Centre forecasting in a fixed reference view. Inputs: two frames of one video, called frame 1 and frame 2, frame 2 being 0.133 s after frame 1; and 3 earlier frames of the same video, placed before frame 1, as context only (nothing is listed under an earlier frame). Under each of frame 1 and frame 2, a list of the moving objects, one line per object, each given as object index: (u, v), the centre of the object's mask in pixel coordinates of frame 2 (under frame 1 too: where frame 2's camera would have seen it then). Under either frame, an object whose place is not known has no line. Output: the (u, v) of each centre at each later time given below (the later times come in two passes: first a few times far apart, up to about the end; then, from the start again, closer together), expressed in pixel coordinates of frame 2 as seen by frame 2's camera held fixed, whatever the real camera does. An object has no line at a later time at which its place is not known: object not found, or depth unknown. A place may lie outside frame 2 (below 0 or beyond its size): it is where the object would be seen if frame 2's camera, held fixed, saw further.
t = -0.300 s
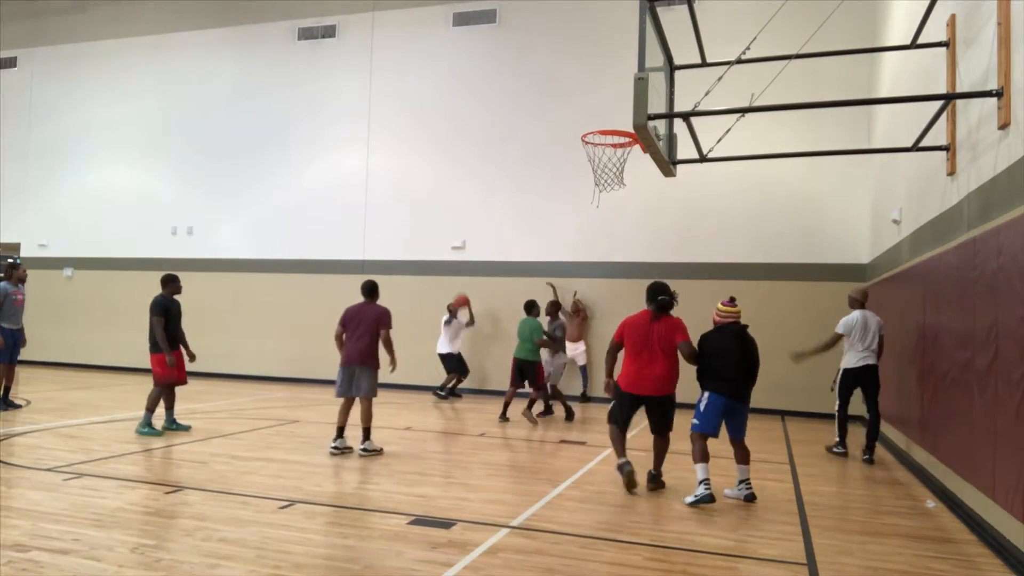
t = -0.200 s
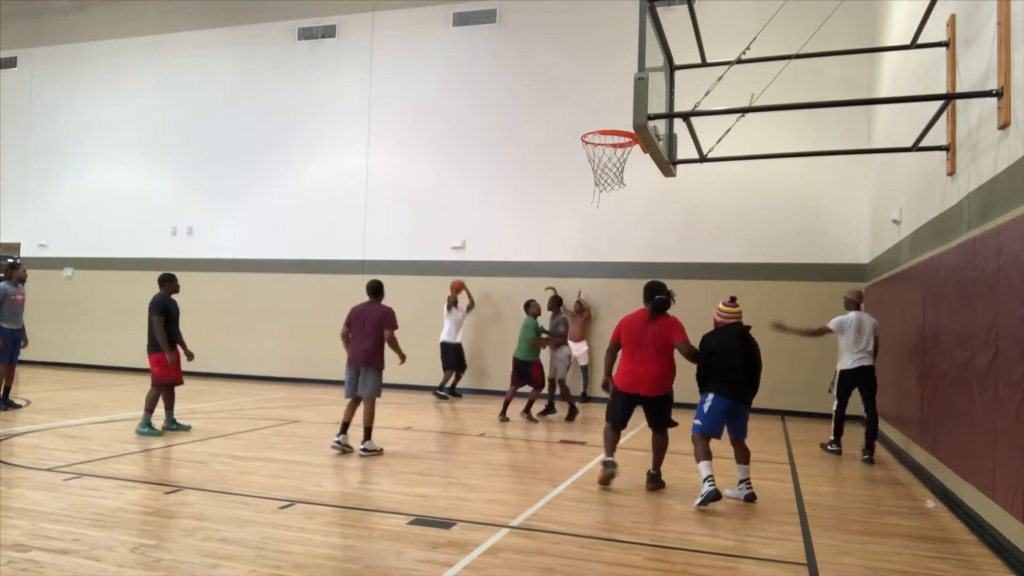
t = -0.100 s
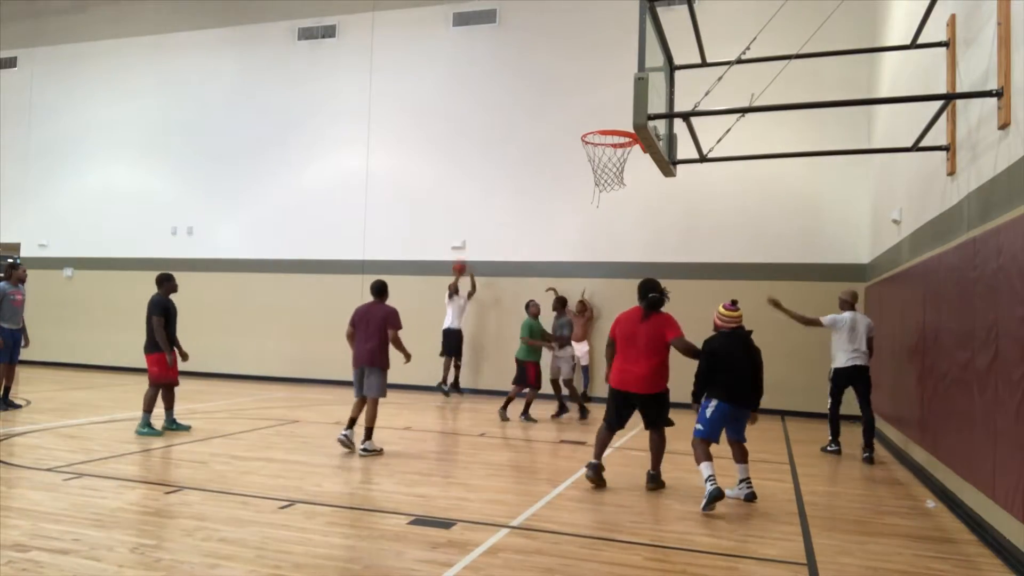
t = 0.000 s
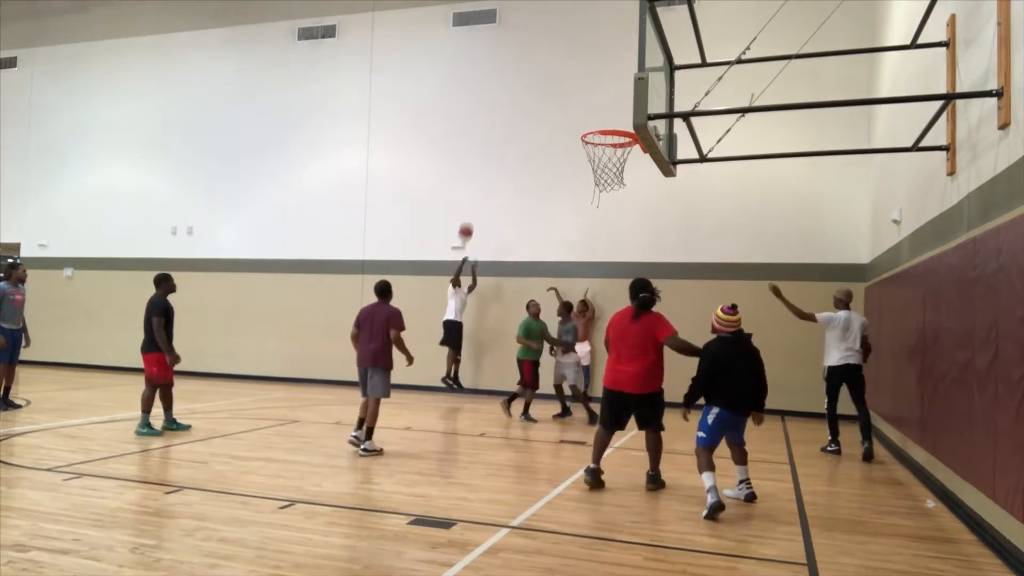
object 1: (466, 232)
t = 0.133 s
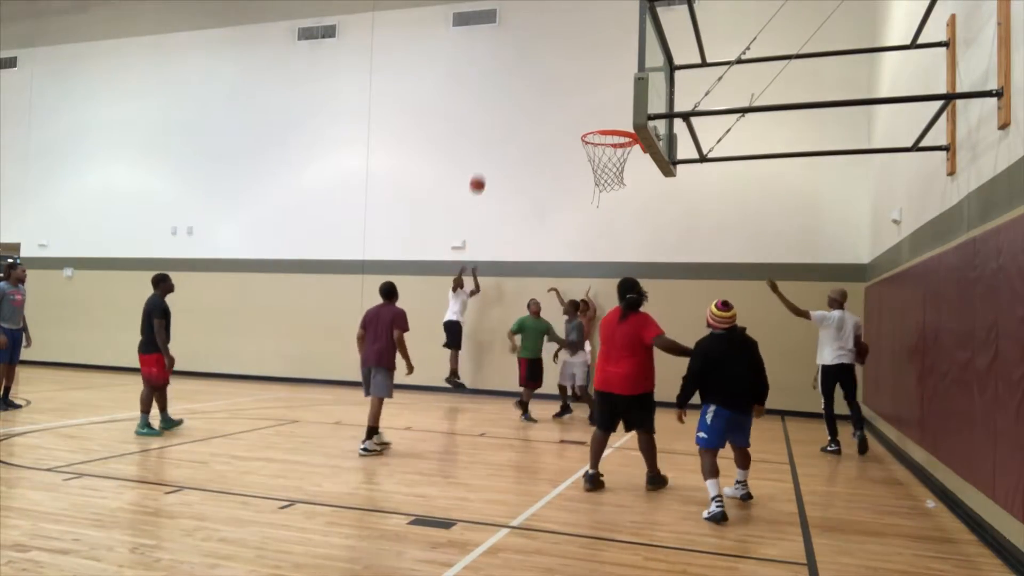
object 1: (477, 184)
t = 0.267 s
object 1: (490, 143)
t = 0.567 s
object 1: (525, 80)
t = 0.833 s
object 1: (566, 74)
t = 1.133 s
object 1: (615, 88)
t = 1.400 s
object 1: (628, 39)
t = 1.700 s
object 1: (634, 68)
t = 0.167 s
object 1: (480, 173)
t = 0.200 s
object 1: (483, 162)
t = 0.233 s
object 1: (487, 153)
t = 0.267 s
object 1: (490, 143)
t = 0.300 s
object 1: (494, 134)
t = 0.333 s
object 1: (497, 125)
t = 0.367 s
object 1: (501, 117)
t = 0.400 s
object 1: (505, 109)
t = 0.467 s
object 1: (512, 95)
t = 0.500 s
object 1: (516, 90)
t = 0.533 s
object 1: (521, 84)
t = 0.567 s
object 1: (525, 80)
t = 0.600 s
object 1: (529, 76)
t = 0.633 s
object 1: (534, 73)
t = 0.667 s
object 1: (539, 71)
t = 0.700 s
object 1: (544, 69)
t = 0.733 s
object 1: (549, 69)
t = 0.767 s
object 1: (554, 70)
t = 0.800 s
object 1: (560, 71)
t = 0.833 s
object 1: (566, 74)
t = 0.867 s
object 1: (572, 78)
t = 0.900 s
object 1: (578, 84)
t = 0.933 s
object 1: (584, 90)
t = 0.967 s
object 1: (591, 98)
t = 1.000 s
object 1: (598, 108)
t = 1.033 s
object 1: (605, 118)
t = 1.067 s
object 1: (610, 114)
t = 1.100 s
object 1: (613, 100)
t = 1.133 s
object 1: (615, 88)
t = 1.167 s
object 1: (617, 77)
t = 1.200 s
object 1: (619, 68)
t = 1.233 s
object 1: (621, 60)
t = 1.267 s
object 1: (623, 53)
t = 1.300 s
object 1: (625, 48)
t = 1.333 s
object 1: (626, 44)
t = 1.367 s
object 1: (627, 41)
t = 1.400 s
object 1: (628, 39)
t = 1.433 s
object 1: (629, 39)
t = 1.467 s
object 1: (630, 39)
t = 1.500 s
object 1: (631, 41)
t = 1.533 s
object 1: (632, 43)
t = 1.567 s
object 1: (632, 47)
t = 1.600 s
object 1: (633, 51)
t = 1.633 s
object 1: (633, 57)
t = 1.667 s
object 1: (634, 62)
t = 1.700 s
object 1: (634, 68)
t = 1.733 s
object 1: (634, 75)
